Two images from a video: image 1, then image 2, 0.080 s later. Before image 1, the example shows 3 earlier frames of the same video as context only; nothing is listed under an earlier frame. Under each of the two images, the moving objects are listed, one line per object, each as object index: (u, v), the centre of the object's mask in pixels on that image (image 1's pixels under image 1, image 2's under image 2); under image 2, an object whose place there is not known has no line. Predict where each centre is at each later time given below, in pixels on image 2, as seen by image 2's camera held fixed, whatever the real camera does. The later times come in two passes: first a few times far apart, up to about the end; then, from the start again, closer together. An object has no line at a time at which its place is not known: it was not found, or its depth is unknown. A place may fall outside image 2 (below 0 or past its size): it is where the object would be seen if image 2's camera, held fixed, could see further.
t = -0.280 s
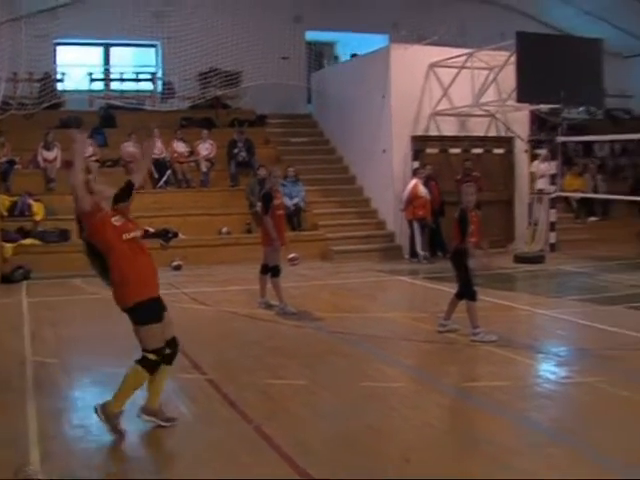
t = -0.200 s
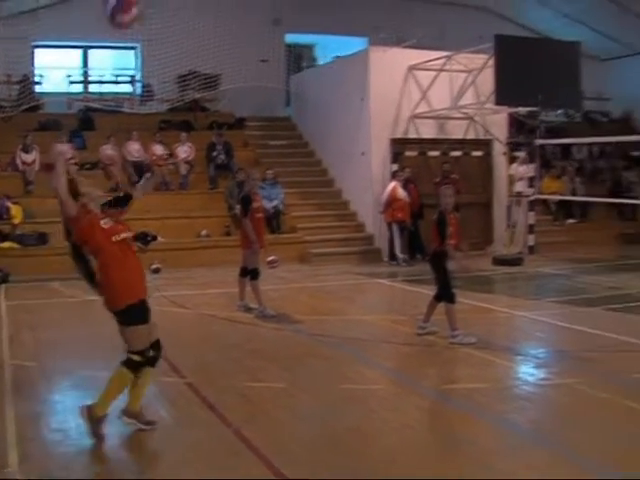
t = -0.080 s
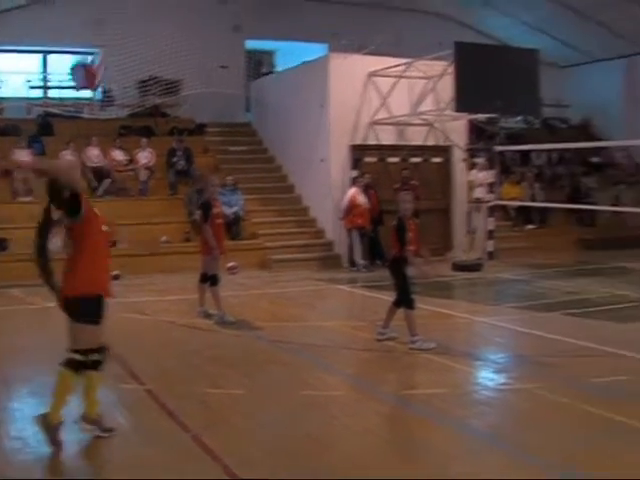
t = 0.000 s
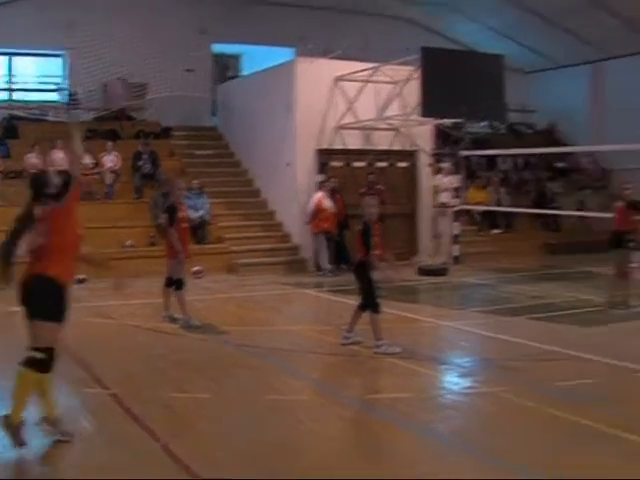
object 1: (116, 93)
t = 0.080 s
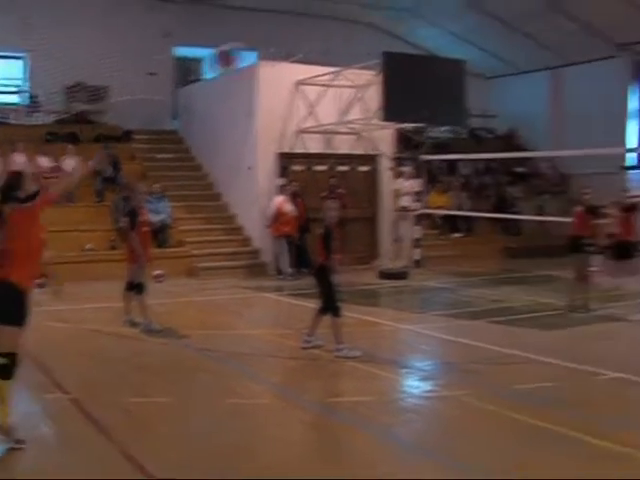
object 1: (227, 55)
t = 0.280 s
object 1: (485, 25)
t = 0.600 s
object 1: (726, 55)
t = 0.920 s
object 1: (863, 144)
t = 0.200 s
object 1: (400, 28)
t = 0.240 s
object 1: (446, 26)
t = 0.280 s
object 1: (485, 25)
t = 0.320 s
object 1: (527, 24)
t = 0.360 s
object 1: (562, 26)
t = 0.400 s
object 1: (595, 28)
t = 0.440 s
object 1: (626, 31)
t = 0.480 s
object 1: (652, 36)
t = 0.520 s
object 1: (679, 40)
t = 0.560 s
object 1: (704, 45)
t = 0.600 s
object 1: (726, 55)
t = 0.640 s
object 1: (748, 65)
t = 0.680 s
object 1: (768, 74)
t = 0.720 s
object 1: (787, 84)
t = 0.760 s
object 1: (804, 95)
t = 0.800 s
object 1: (819, 106)
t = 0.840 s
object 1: (833, 118)
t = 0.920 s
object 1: (863, 144)
